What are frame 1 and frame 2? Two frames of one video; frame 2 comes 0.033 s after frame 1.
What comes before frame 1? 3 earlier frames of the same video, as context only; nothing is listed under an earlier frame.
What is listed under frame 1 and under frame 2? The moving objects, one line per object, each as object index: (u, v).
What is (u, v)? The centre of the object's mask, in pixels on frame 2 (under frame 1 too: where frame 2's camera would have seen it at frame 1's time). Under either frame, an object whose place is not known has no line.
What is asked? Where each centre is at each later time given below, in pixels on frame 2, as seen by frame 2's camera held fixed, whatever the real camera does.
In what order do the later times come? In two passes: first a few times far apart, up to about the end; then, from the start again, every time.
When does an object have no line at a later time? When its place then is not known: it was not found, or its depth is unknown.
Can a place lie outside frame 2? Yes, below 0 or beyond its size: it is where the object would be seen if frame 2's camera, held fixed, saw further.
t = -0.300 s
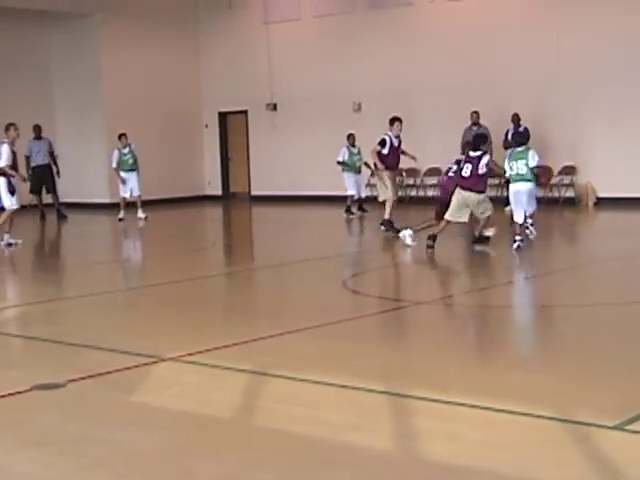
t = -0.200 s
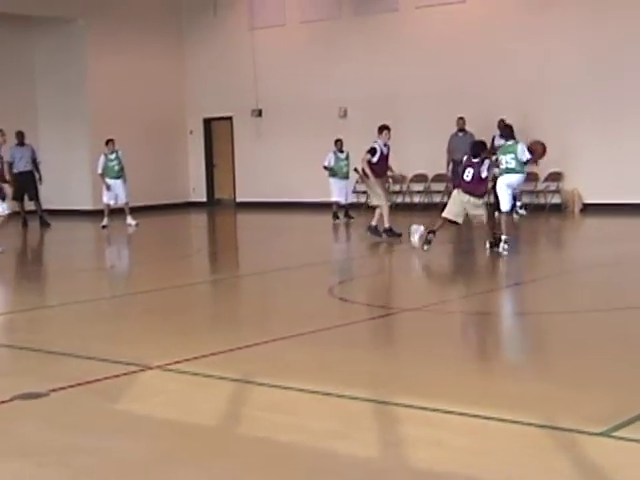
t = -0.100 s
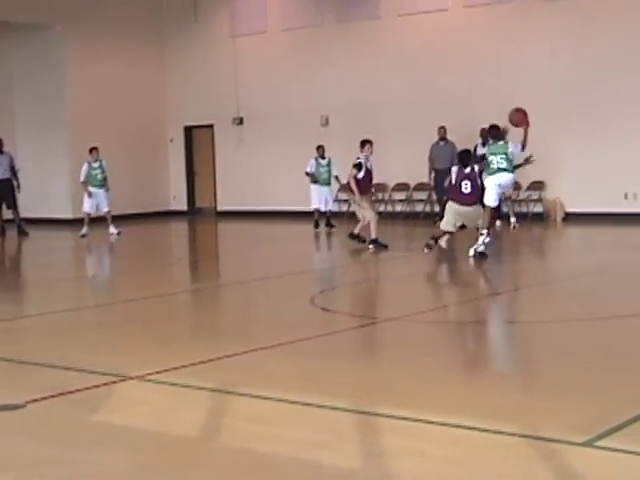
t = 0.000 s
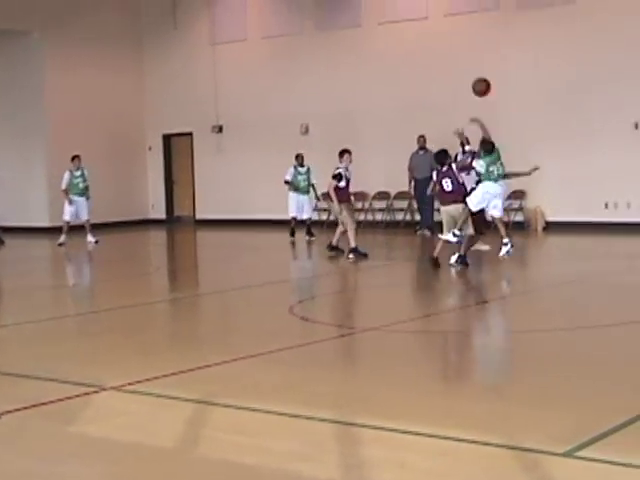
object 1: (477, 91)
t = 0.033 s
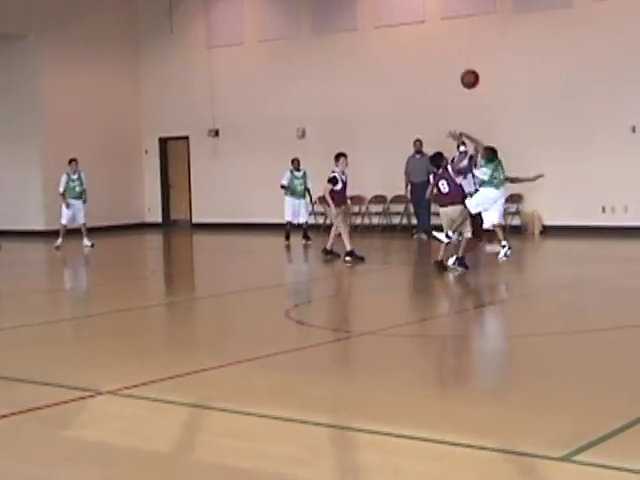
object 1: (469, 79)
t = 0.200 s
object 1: (430, 34)
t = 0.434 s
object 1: (384, 12)
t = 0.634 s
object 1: (351, 22)
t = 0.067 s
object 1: (462, 68)
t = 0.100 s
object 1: (453, 58)
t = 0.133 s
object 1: (446, 49)
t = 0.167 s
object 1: (437, 41)
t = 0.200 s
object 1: (430, 34)
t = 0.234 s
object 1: (423, 29)
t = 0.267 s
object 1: (416, 24)
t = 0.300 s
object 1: (410, 19)
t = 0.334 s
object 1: (403, 16)
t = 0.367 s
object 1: (396, 14)
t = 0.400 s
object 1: (390, 13)
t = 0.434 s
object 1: (384, 12)
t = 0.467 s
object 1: (379, 11)
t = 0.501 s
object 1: (372, 13)
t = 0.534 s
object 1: (367, 14)
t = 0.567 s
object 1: (362, 16)
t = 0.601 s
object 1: (357, 18)
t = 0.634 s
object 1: (351, 22)
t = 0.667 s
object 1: (346, 26)
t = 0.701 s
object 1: (341, 30)
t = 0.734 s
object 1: (336, 36)
